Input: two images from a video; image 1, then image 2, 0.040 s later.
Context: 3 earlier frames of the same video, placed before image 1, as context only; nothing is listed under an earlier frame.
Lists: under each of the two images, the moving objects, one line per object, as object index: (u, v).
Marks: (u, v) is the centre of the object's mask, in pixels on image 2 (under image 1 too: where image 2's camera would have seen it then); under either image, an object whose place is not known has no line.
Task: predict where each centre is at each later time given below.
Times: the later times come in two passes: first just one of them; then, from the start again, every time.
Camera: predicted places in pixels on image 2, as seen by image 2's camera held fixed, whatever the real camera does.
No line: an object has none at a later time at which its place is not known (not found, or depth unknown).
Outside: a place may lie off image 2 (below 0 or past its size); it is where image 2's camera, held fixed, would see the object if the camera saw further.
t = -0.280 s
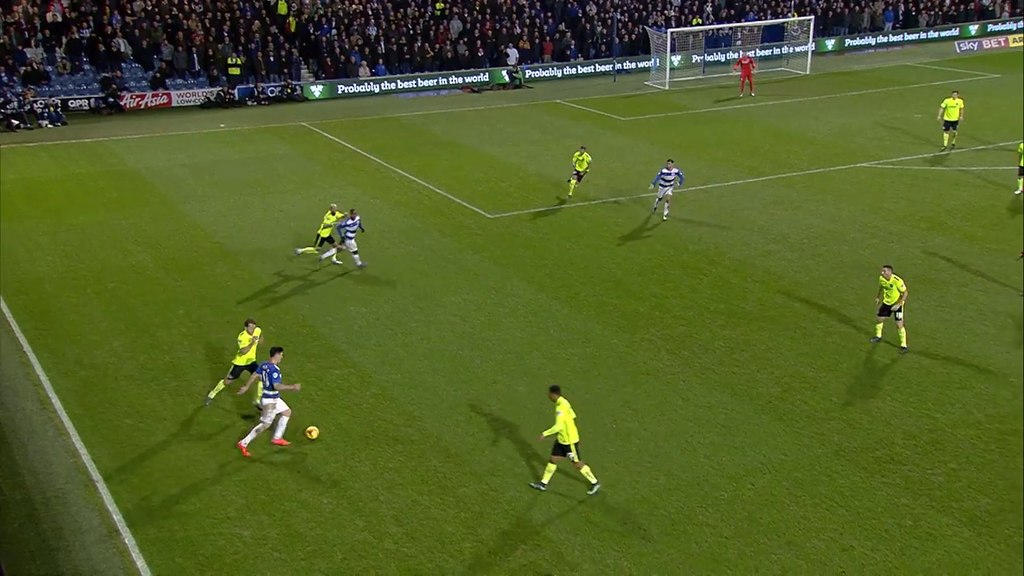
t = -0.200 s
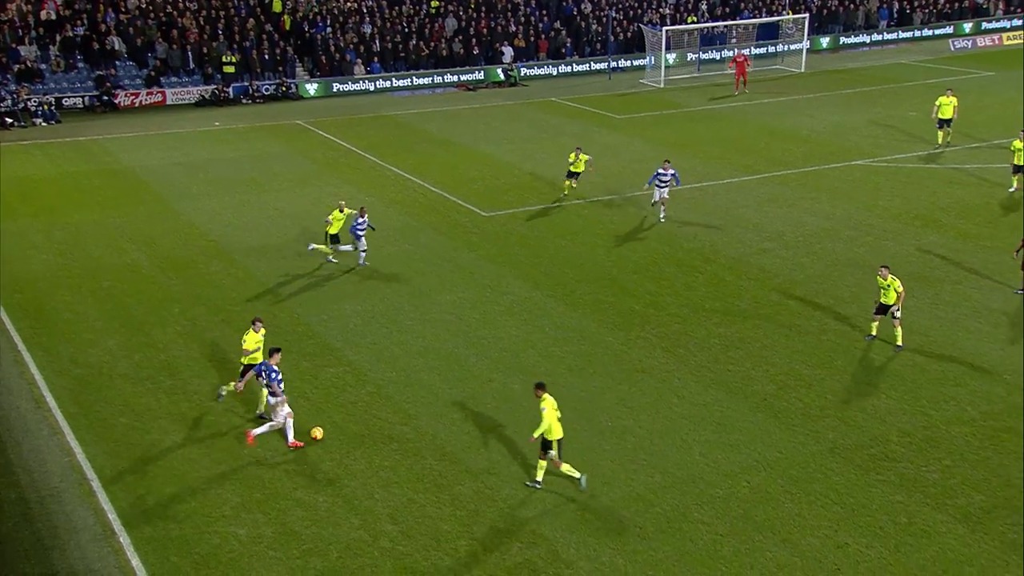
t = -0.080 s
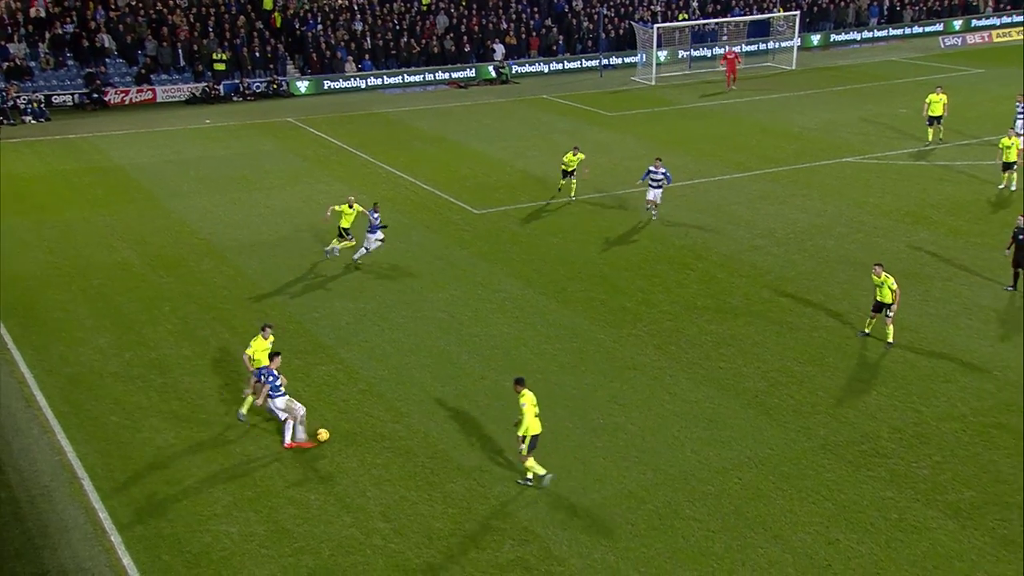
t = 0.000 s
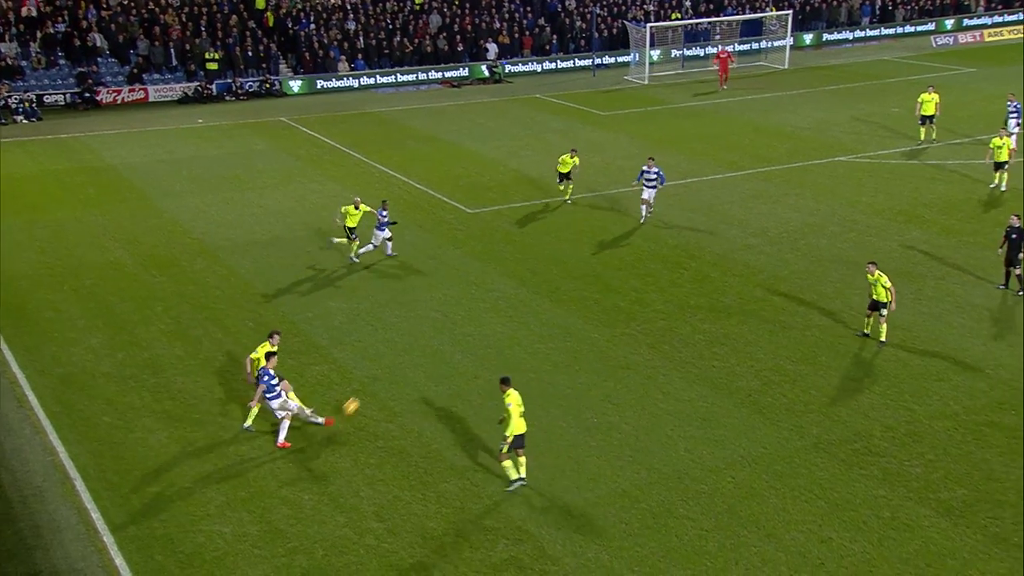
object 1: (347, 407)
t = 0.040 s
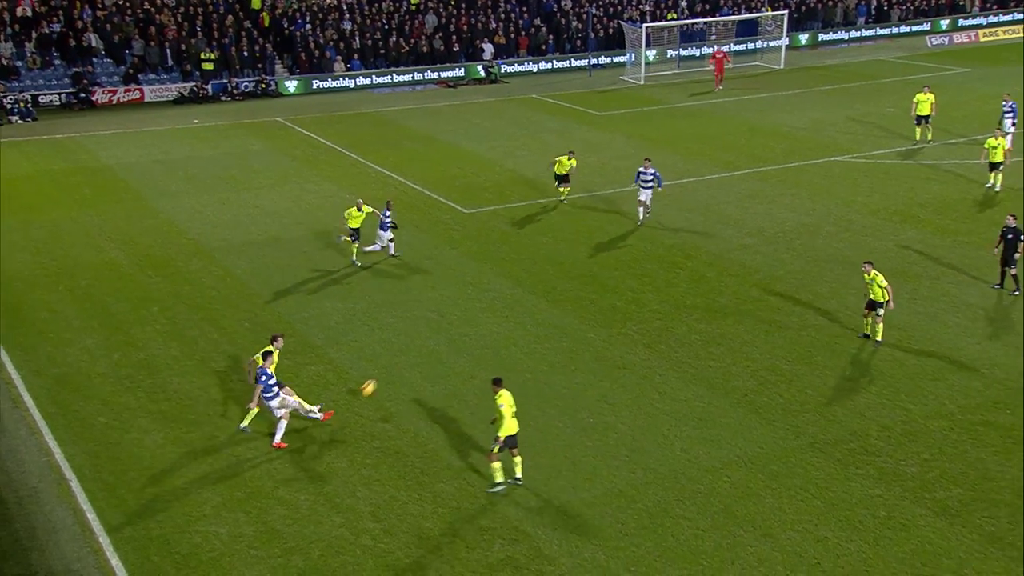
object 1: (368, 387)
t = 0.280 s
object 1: (471, 310)
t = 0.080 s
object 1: (388, 371)
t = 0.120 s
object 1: (407, 356)
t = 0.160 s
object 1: (424, 342)
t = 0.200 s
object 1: (440, 330)
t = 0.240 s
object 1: (456, 320)
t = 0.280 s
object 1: (471, 310)
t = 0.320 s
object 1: (484, 302)
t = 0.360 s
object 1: (497, 295)
